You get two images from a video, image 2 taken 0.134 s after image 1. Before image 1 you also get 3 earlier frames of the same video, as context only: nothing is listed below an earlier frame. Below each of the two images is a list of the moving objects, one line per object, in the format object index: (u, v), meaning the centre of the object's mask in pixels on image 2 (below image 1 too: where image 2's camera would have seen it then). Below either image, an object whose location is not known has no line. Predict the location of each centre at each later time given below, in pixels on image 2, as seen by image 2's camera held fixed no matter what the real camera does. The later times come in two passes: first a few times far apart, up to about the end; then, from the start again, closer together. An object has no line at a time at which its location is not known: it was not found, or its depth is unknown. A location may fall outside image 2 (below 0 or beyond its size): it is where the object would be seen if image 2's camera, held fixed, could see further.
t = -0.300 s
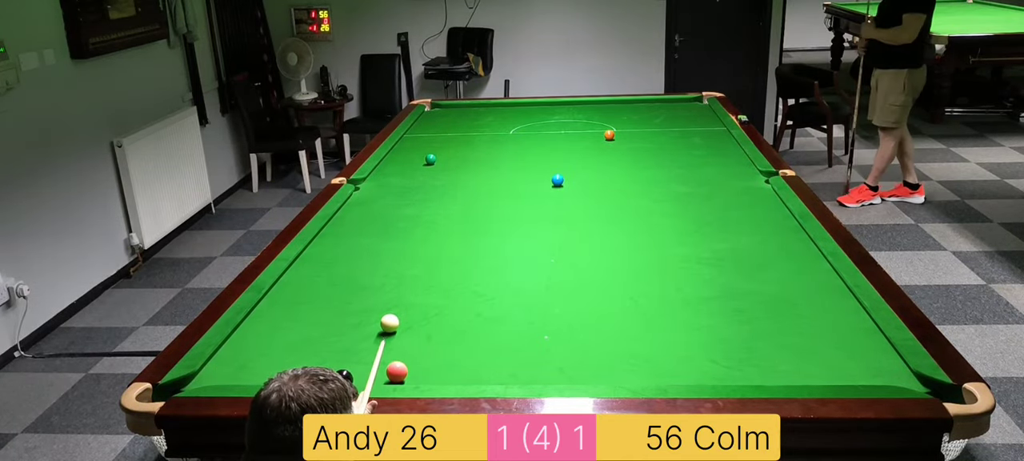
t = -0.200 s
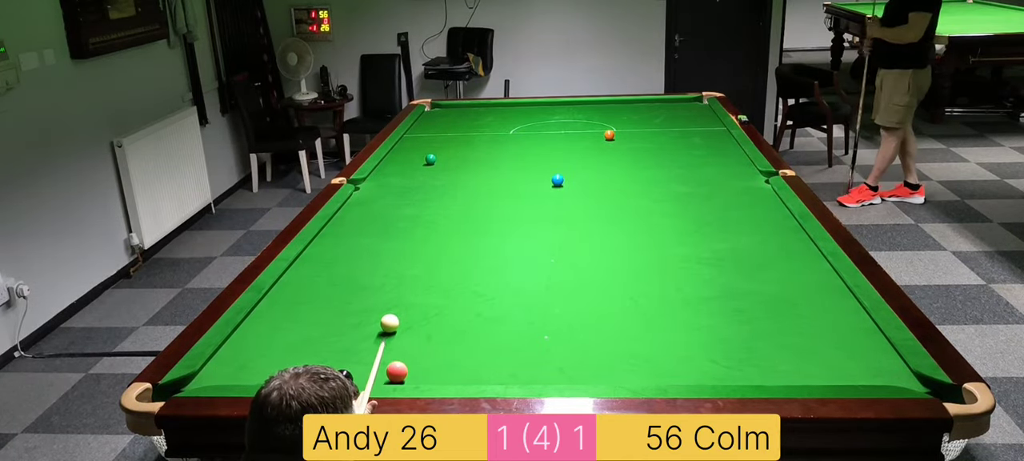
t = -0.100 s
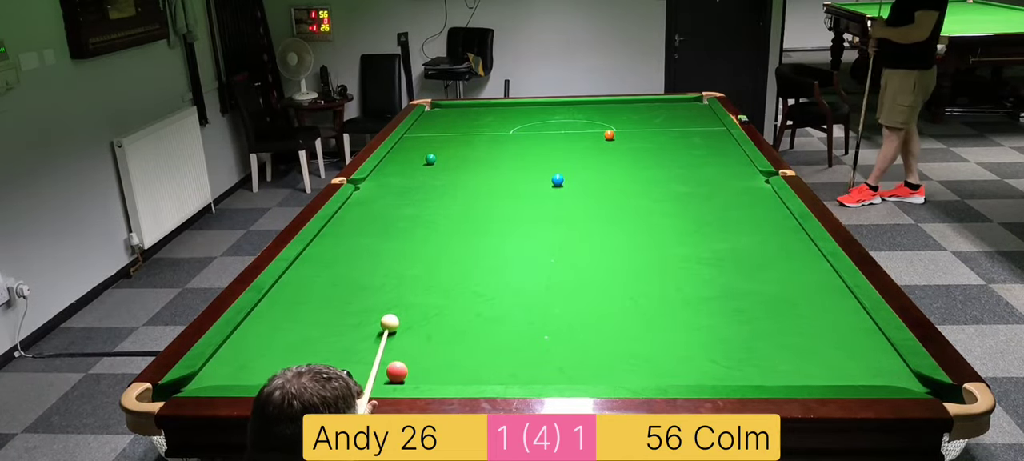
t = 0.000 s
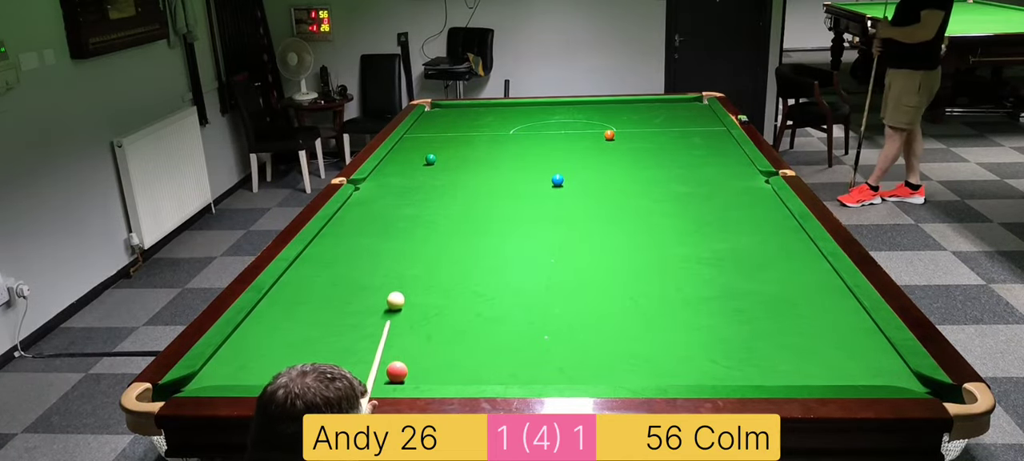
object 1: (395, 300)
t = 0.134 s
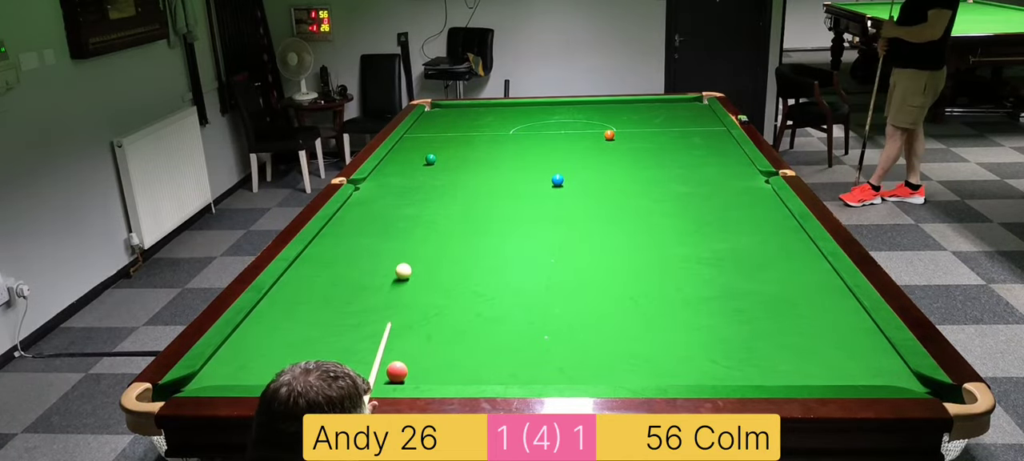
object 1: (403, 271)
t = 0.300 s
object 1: (410, 244)
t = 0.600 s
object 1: (419, 208)
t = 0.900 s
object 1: (426, 180)
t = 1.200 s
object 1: (433, 161)
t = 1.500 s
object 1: (441, 156)
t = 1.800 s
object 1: (448, 151)
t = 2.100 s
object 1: (454, 147)
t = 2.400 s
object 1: (460, 144)
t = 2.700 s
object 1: (464, 140)
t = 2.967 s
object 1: (468, 138)
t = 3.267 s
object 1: (472, 136)
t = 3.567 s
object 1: (475, 133)
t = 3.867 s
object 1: (478, 132)
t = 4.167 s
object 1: (480, 131)
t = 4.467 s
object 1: (481, 130)
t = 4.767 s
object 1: (482, 129)
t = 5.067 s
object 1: (483, 128)
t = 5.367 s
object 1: (484, 128)
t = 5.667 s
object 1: (483, 128)
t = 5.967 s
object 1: (483, 128)
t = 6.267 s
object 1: (483, 128)
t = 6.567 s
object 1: (483, 128)
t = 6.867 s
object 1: (483, 128)
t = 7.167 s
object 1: (483, 128)
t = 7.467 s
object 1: (483, 128)
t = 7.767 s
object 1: (483, 128)
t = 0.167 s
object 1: (405, 265)
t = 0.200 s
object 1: (406, 259)
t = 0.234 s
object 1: (408, 254)
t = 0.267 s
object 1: (409, 249)
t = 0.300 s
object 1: (410, 244)
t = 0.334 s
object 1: (411, 240)
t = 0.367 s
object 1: (412, 235)
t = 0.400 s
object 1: (413, 231)
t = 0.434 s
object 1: (414, 227)
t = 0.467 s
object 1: (415, 223)
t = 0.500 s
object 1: (416, 219)
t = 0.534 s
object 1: (417, 215)
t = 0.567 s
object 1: (418, 211)
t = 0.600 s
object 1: (419, 208)
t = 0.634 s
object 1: (420, 204)
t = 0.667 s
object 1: (421, 201)
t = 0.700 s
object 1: (421, 198)
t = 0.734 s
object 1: (422, 195)
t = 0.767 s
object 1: (423, 191)
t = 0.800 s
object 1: (424, 188)
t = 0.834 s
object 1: (425, 185)
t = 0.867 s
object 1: (426, 182)
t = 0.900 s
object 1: (426, 180)
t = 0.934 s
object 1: (427, 177)
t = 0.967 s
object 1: (428, 174)
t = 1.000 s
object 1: (429, 172)
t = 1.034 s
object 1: (429, 169)
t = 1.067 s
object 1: (430, 167)
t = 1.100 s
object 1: (430, 164)
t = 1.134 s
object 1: (431, 162)
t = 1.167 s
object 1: (432, 161)
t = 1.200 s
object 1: (433, 161)
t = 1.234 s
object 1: (434, 161)
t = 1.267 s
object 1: (435, 160)
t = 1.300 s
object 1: (436, 160)
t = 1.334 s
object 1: (437, 159)
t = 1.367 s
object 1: (437, 158)
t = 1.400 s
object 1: (438, 158)
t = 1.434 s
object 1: (439, 157)
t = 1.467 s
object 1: (440, 157)
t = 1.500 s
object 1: (441, 156)
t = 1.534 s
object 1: (442, 155)
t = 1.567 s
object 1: (442, 155)
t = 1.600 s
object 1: (443, 154)
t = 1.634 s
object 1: (444, 154)
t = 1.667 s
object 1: (445, 153)
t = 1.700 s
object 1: (446, 153)
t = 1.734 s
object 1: (446, 152)
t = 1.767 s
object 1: (447, 152)
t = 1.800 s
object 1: (448, 151)
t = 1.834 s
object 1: (449, 151)
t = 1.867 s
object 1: (449, 150)
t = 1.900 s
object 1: (450, 150)
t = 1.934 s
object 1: (451, 149)
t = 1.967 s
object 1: (451, 149)
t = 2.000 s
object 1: (452, 149)
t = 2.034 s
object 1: (453, 148)
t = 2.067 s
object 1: (453, 148)
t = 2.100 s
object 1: (454, 147)
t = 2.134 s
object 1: (455, 147)
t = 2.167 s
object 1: (455, 146)
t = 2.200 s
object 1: (456, 146)
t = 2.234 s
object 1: (456, 145)
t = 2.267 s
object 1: (457, 145)
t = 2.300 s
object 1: (458, 145)
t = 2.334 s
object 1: (459, 144)
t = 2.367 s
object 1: (459, 144)
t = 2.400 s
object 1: (460, 144)
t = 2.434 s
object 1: (460, 143)
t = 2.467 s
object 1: (461, 143)
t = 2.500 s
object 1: (461, 143)
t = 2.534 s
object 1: (462, 142)
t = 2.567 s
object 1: (462, 142)
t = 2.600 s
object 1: (463, 141)
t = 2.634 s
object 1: (464, 141)
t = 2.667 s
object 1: (464, 141)
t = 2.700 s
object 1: (464, 140)
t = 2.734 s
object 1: (465, 140)
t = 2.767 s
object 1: (465, 140)
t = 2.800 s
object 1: (466, 139)
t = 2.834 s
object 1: (466, 139)
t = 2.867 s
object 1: (467, 139)
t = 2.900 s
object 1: (467, 139)
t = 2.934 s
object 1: (468, 138)
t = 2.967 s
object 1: (468, 138)
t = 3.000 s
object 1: (469, 137)
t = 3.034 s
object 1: (469, 137)
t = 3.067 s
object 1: (470, 137)
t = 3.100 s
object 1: (470, 137)
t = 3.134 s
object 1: (470, 136)
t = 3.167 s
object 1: (471, 136)
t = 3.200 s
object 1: (471, 136)
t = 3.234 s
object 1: (472, 136)
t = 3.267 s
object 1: (472, 136)
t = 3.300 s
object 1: (472, 135)
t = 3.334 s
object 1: (473, 135)
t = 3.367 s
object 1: (473, 135)
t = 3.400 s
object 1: (473, 135)
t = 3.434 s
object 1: (474, 134)
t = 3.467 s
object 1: (474, 134)
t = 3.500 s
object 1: (474, 134)
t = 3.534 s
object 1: (475, 134)
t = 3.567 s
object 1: (475, 133)
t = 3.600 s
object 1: (475, 133)
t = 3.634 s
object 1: (476, 133)
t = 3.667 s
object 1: (476, 133)
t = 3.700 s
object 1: (476, 133)
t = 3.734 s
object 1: (477, 132)
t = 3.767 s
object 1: (477, 132)
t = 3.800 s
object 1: (477, 132)
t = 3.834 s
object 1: (478, 132)
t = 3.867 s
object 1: (478, 132)
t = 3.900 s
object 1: (478, 132)
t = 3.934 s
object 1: (478, 132)
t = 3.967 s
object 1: (479, 131)
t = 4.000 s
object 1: (479, 131)
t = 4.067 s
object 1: (479, 131)
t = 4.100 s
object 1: (479, 131)
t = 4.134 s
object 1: (479, 131)
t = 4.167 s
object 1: (480, 131)
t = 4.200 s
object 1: (480, 130)
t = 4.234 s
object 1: (480, 130)
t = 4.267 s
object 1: (480, 130)
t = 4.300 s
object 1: (480, 130)
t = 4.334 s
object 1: (480, 130)
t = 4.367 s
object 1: (481, 130)
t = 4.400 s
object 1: (481, 130)
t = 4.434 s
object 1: (481, 130)
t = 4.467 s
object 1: (481, 130)
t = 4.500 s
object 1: (481, 130)
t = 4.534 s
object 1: (481, 130)
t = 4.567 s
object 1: (481, 129)
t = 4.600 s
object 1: (482, 129)
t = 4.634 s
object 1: (482, 129)
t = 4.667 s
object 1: (482, 129)
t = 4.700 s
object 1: (482, 129)
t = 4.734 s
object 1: (482, 129)
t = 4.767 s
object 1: (482, 129)
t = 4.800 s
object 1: (482, 129)
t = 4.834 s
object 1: (482, 129)
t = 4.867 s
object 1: (482, 129)
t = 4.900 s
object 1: (483, 129)
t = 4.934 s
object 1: (483, 129)
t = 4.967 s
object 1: (483, 128)
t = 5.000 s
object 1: (483, 128)
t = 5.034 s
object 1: (483, 128)
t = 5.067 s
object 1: (483, 128)
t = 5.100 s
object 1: (483, 128)
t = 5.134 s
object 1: (483, 128)
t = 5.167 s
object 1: (483, 128)
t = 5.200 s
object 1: (483, 128)
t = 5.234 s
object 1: (483, 128)
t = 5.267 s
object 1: (484, 128)
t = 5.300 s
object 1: (484, 128)
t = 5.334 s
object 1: (484, 128)
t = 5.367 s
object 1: (484, 128)
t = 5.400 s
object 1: (483, 128)
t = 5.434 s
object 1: (483, 128)
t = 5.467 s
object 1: (483, 128)
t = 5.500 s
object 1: (483, 128)
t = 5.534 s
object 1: (483, 128)
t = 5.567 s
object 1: (483, 128)
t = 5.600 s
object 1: (483, 128)
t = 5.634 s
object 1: (483, 128)
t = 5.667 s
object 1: (483, 128)
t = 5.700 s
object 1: (483, 128)
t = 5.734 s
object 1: (483, 128)
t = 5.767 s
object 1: (483, 128)
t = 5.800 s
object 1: (483, 128)
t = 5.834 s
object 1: (483, 128)
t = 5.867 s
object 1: (483, 128)
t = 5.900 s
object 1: (483, 128)
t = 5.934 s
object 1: (483, 128)
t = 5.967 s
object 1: (483, 128)
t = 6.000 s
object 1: (483, 128)
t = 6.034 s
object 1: (483, 128)
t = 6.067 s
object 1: (483, 128)
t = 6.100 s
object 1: (483, 128)
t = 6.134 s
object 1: (483, 128)
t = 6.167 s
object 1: (483, 128)
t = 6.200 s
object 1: (483, 128)
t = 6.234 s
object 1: (483, 128)
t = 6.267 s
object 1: (483, 128)
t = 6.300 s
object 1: (483, 128)
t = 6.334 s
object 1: (483, 128)
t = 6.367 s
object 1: (483, 128)
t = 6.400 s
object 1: (483, 128)
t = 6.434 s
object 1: (483, 128)
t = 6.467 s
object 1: (483, 128)
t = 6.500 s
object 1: (483, 128)
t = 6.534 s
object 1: (483, 128)
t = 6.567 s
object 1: (483, 128)
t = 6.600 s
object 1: (483, 128)
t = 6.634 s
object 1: (483, 128)
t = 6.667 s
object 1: (483, 128)
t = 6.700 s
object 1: (483, 128)
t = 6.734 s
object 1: (483, 128)
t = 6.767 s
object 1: (483, 128)
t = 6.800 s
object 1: (483, 128)
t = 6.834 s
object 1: (483, 128)
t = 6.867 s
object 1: (483, 128)
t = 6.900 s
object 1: (483, 128)
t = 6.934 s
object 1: (483, 128)
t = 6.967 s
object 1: (483, 128)
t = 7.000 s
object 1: (483, 128)
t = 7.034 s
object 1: (483, 128)
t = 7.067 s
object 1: (483, 128)
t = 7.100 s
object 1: (483, 128)
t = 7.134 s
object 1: (483, 128)
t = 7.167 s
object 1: (483, 128)
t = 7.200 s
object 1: (483, 128)
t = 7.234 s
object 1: (483, 128)
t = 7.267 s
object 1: (483, 128)
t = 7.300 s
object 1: (483, 128)
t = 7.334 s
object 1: (483, 128)
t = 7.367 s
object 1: (483, 128)
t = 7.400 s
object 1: (483, 128)
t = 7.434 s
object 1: (483, 128)
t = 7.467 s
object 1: (483, 128)
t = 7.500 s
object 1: (483, 128)
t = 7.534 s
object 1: (483, 128)
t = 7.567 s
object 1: (483, 128)
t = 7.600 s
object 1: (483, 128)
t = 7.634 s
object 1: (483, 128)
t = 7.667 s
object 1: (483, 128)
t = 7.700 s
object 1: (483, 128)
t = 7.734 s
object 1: (483, 128)
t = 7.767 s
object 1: (483, 128)
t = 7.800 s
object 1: (483, 128)
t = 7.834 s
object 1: (483, 128)
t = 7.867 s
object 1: (483, 128)
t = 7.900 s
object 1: (483, 128)
